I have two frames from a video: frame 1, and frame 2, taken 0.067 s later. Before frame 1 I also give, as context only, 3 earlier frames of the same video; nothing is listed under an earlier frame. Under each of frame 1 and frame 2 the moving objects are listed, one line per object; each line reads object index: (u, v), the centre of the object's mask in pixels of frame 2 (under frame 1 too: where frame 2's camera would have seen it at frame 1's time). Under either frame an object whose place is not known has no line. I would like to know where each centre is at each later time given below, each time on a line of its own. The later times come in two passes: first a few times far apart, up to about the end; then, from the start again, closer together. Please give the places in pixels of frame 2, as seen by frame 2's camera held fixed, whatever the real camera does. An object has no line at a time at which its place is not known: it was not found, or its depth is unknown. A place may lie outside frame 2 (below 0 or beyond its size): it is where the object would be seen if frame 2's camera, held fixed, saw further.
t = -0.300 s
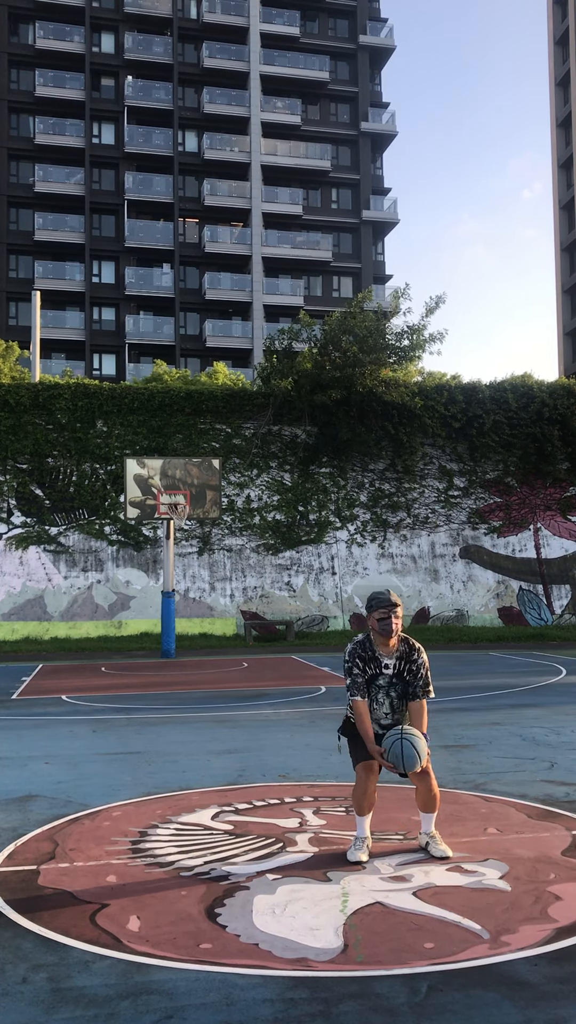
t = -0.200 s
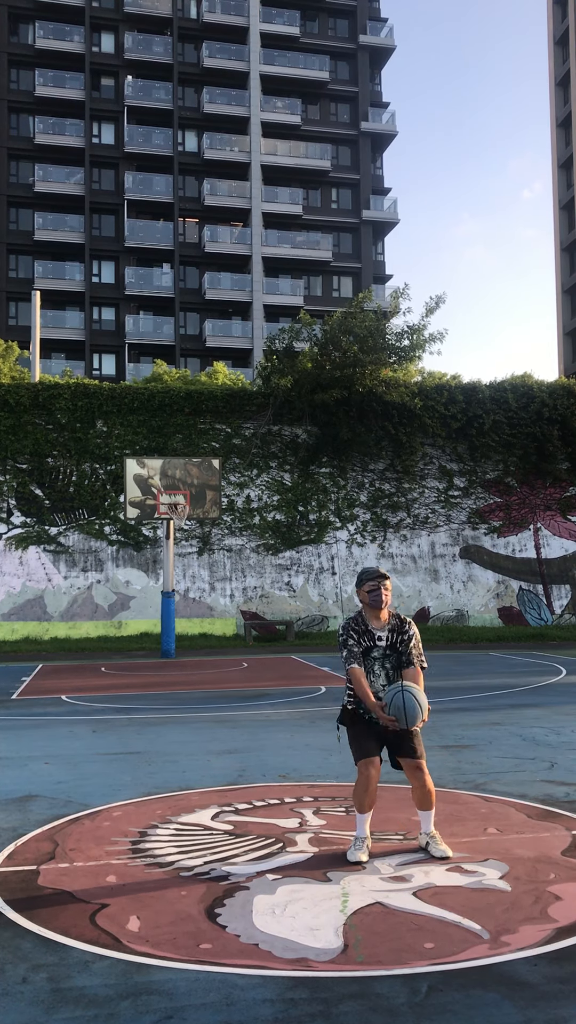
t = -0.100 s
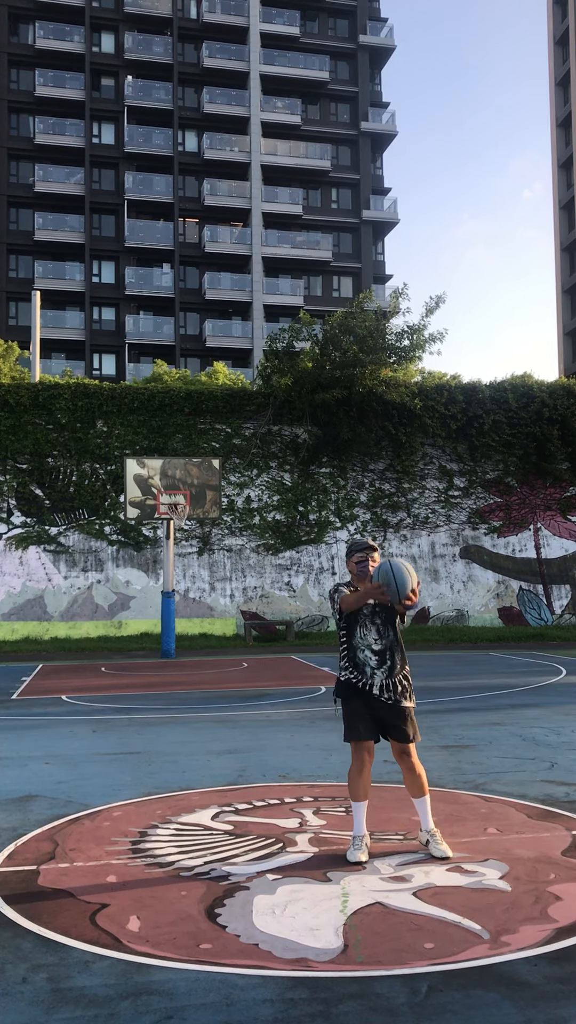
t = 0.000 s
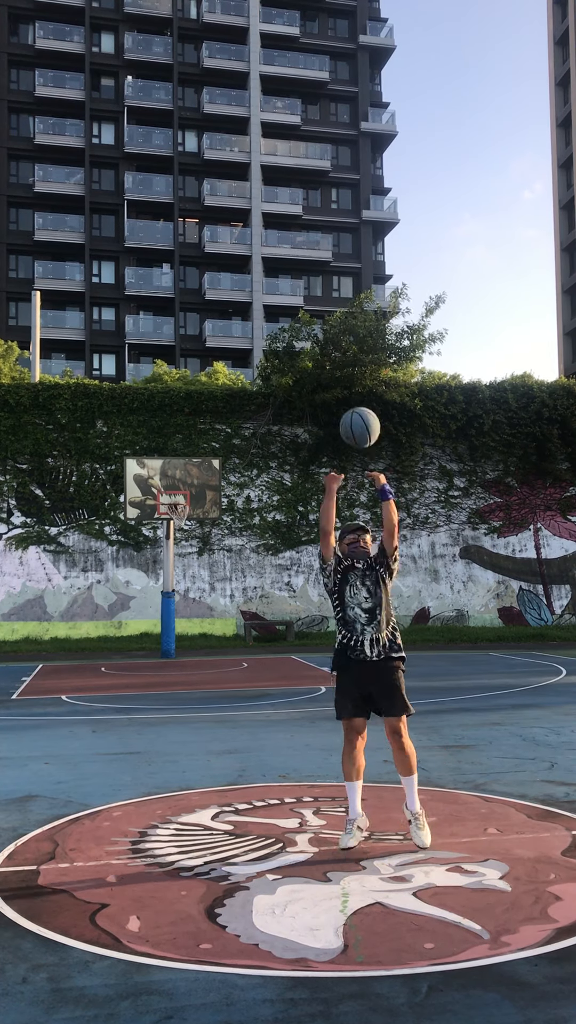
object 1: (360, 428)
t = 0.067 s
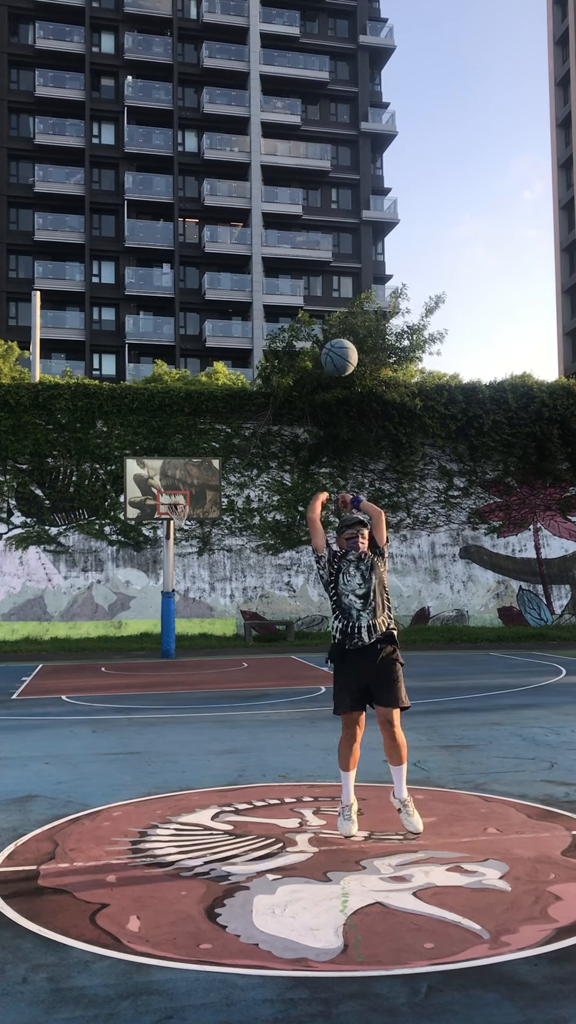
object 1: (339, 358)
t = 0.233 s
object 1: (305, 249)
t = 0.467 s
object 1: (276, 188)
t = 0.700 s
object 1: (259, 187)
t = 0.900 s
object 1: (250, 215)
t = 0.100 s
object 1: (331, 330)
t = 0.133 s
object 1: (324, 304)
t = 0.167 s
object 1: (317, 284)
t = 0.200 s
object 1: (310, 265)
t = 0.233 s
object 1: (305, 249)
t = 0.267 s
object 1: (300, 235)
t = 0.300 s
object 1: (295, 223)
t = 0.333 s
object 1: (290, 213)
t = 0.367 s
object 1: (286, 205)
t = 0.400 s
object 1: (283, 197)
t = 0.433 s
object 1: (279, 192)
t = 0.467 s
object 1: (276, 188)
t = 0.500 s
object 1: (273, 185)
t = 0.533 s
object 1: (270, 183)
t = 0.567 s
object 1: (267, 182)
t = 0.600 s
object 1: (265, 182)
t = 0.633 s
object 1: (263, 183)
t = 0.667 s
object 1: (261, 184)
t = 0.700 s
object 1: (259, 187)
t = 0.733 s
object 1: (257, 190)
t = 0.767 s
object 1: (255, 194)
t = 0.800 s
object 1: (254, 198)
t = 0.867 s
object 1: (251, 210)
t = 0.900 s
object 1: (250, 215)
